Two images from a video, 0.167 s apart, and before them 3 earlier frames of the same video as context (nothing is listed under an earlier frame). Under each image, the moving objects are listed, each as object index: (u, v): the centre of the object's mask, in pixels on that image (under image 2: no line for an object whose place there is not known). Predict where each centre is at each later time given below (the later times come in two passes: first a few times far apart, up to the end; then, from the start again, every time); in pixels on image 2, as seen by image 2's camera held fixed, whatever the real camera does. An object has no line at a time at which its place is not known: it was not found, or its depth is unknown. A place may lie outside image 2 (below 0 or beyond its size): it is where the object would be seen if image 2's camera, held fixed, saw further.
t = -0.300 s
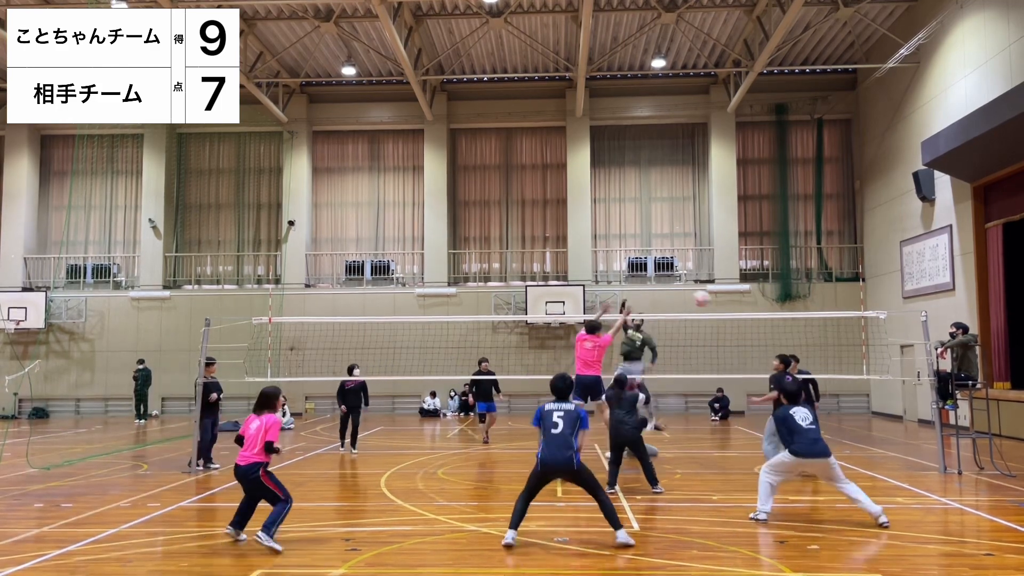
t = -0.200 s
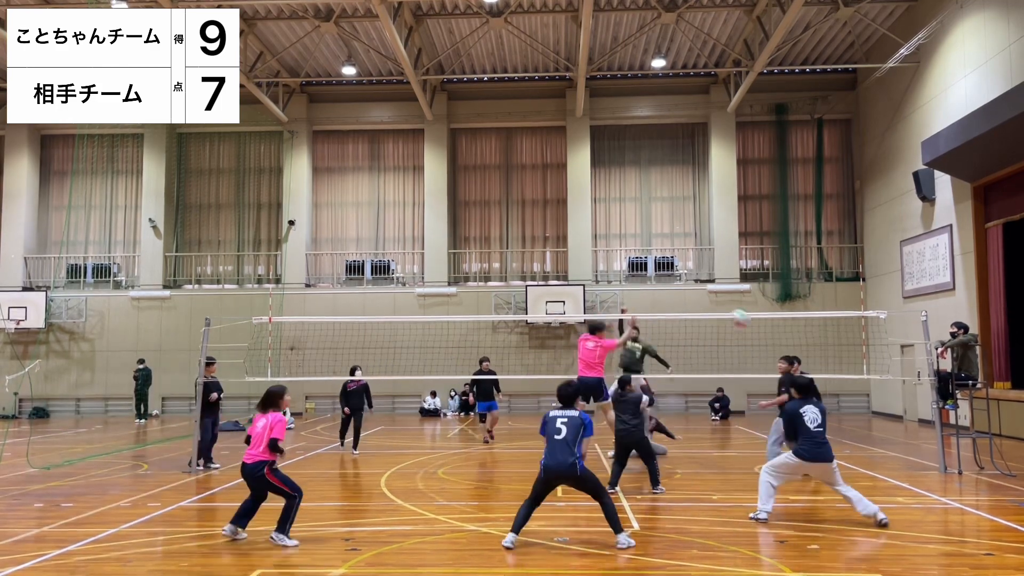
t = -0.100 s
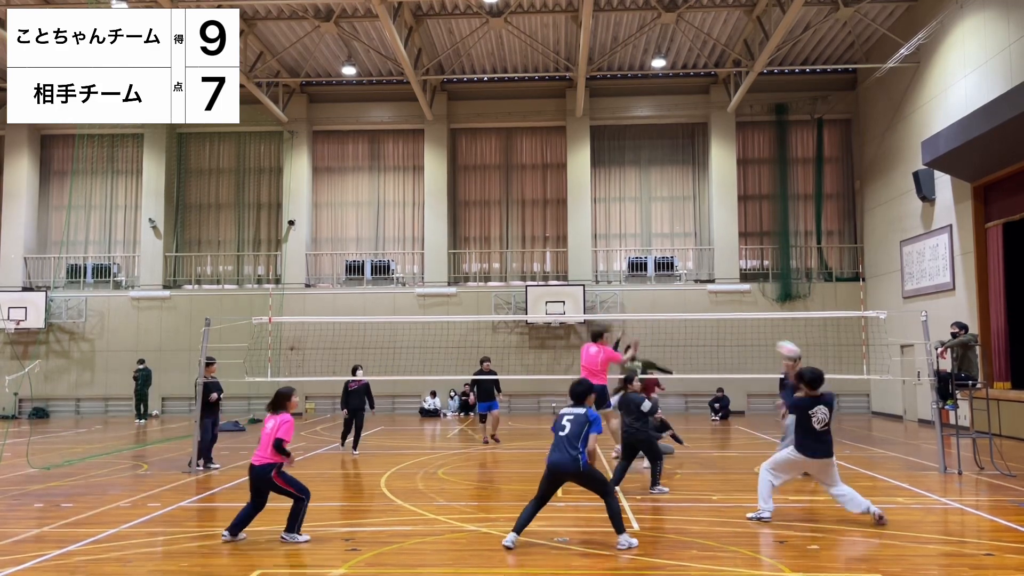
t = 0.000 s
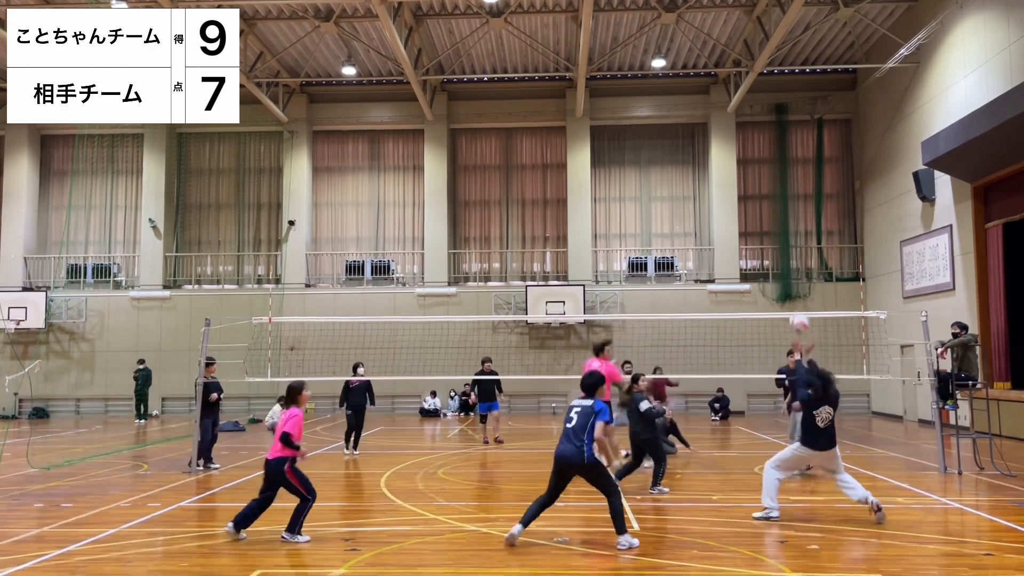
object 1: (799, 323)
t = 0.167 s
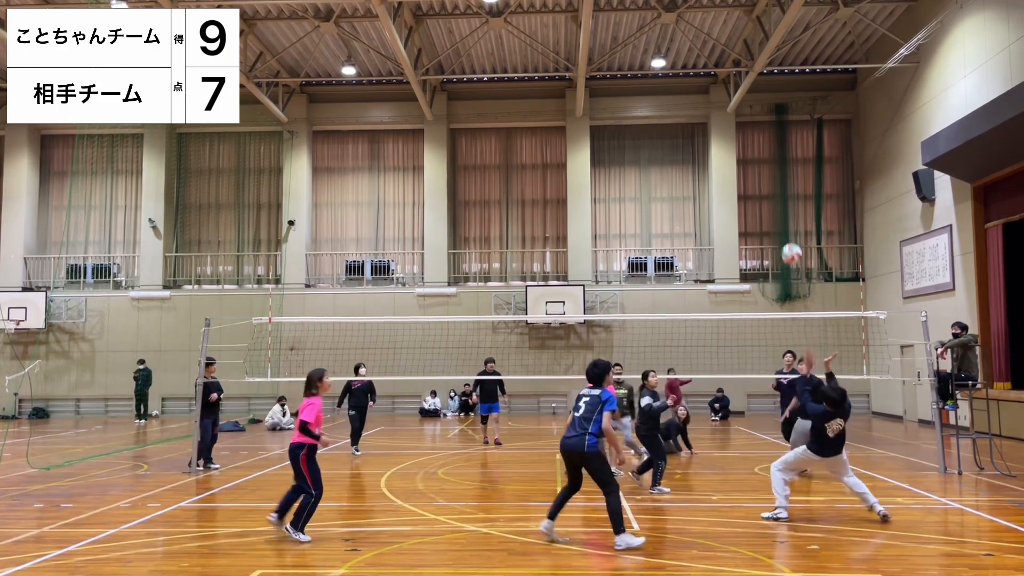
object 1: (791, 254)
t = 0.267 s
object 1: (788, 225)
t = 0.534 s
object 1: (781, 195)
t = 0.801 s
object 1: (776, 226)
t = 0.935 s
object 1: (775, 264)
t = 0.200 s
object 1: (791, 244)
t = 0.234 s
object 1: (789, 234)
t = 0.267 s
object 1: (788, 225)
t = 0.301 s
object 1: (787, 218)
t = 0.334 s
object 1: (786, 212)
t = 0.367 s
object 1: (785, 207)
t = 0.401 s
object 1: (784, 203)
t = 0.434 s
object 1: (783, 199)
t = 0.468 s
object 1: (783, 197)
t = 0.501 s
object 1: (782, 195)
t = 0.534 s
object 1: (781, 195)
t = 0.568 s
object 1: (781, 195)
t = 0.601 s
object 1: (780, 197)
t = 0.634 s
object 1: (779, 200)
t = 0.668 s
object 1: (779, 203)
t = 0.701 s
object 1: (778, 207)
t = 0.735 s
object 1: (777, 212)
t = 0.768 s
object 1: (777, 219)
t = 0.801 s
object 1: (776, 226)
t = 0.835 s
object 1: (776, 234)
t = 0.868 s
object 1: (775, 243)
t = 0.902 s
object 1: (775, 253)
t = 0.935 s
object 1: (775, 264)
